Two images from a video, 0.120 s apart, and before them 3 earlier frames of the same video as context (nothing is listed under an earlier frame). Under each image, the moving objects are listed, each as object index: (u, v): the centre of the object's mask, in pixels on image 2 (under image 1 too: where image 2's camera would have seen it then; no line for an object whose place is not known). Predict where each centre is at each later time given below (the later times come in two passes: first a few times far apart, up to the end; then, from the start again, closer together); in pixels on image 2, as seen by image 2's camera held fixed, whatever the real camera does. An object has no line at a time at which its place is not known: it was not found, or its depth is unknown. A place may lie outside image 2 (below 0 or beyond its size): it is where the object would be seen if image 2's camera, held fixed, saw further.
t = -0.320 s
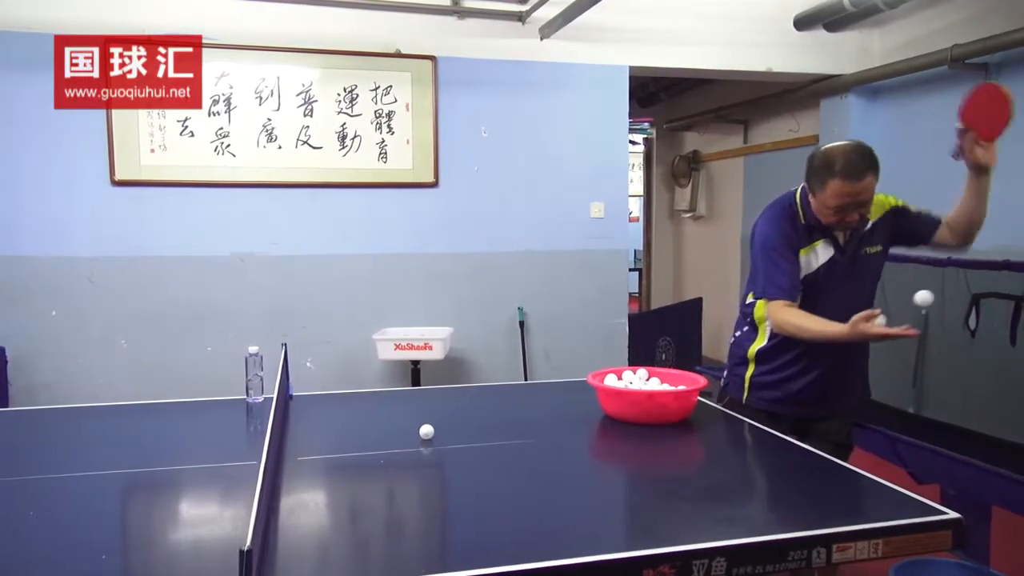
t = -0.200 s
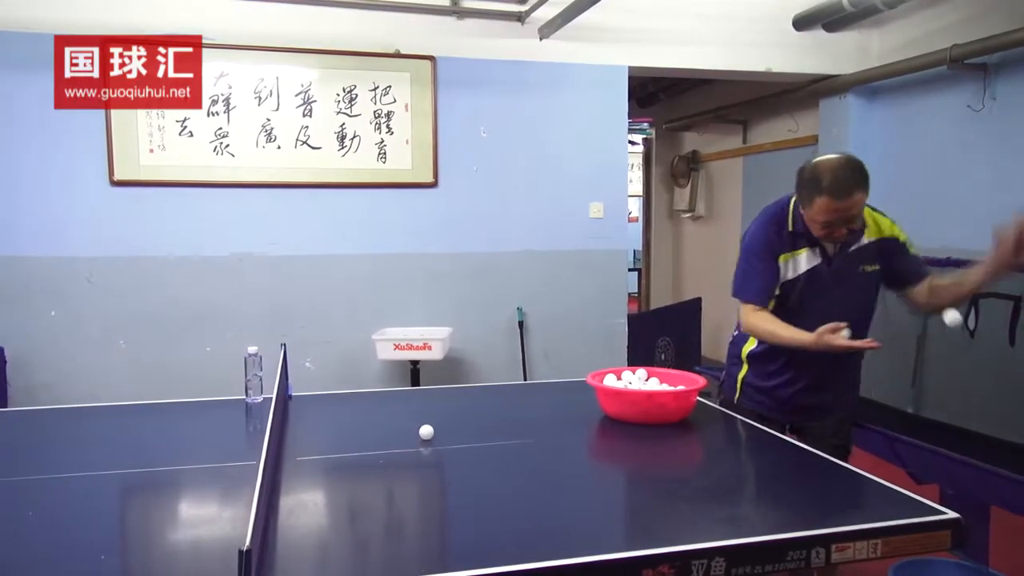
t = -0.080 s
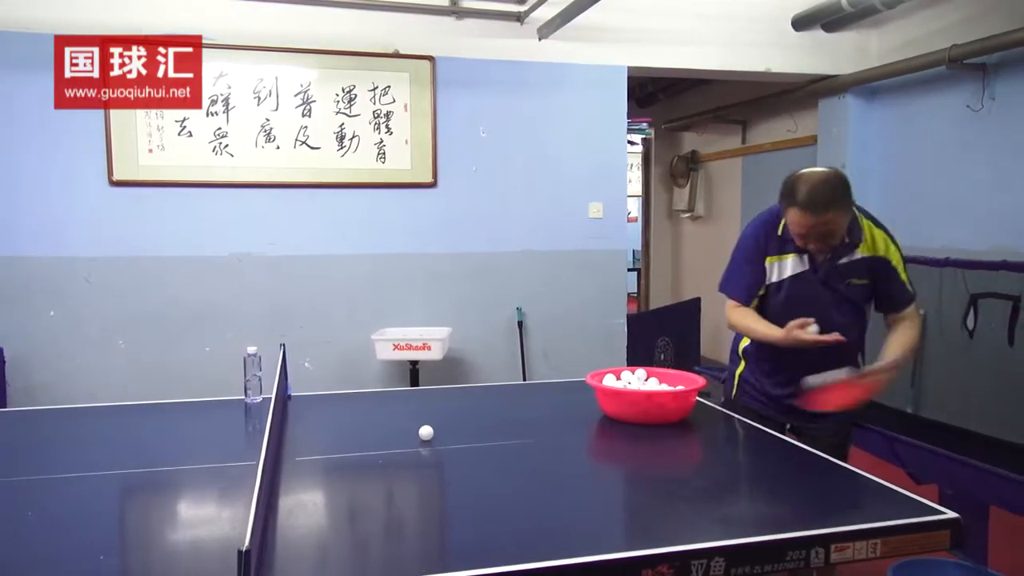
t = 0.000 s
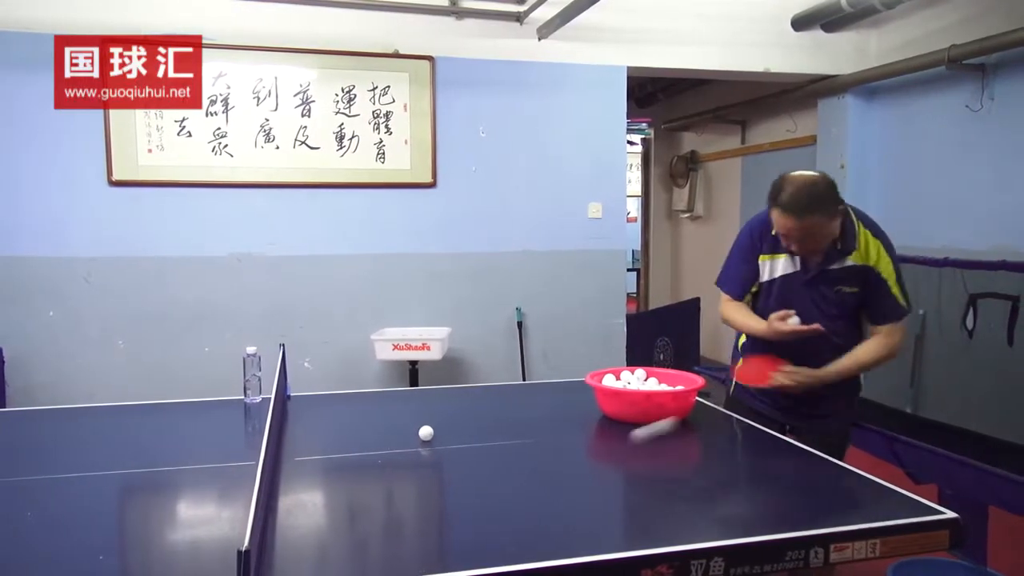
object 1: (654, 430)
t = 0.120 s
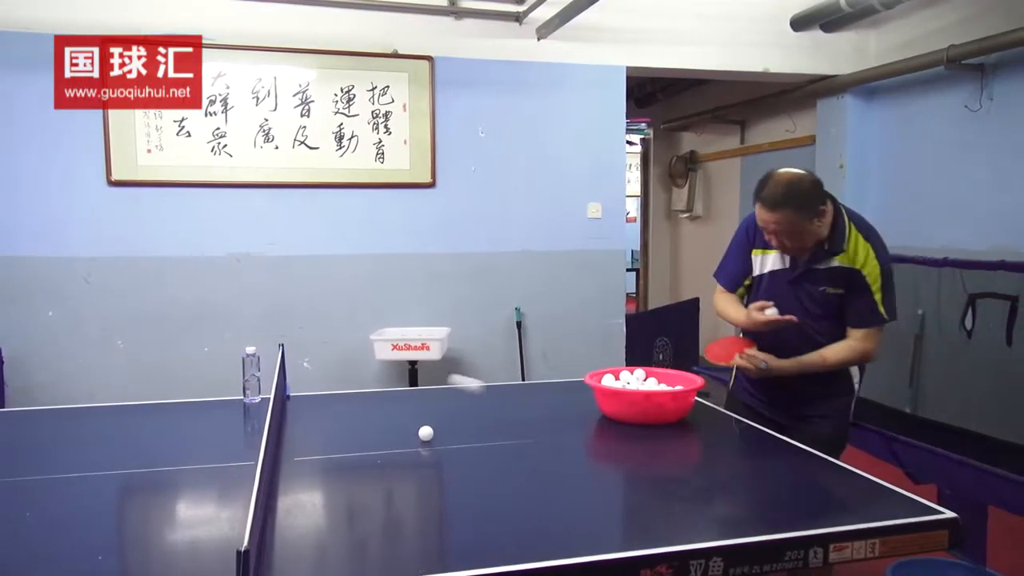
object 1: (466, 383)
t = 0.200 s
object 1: (353, 363)
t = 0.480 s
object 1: (14, 418)
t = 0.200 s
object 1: (353, 363)
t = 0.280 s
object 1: (248, 365)
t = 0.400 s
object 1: (98, 406)
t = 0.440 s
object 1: (50, 429)
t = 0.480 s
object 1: (14, 418)
